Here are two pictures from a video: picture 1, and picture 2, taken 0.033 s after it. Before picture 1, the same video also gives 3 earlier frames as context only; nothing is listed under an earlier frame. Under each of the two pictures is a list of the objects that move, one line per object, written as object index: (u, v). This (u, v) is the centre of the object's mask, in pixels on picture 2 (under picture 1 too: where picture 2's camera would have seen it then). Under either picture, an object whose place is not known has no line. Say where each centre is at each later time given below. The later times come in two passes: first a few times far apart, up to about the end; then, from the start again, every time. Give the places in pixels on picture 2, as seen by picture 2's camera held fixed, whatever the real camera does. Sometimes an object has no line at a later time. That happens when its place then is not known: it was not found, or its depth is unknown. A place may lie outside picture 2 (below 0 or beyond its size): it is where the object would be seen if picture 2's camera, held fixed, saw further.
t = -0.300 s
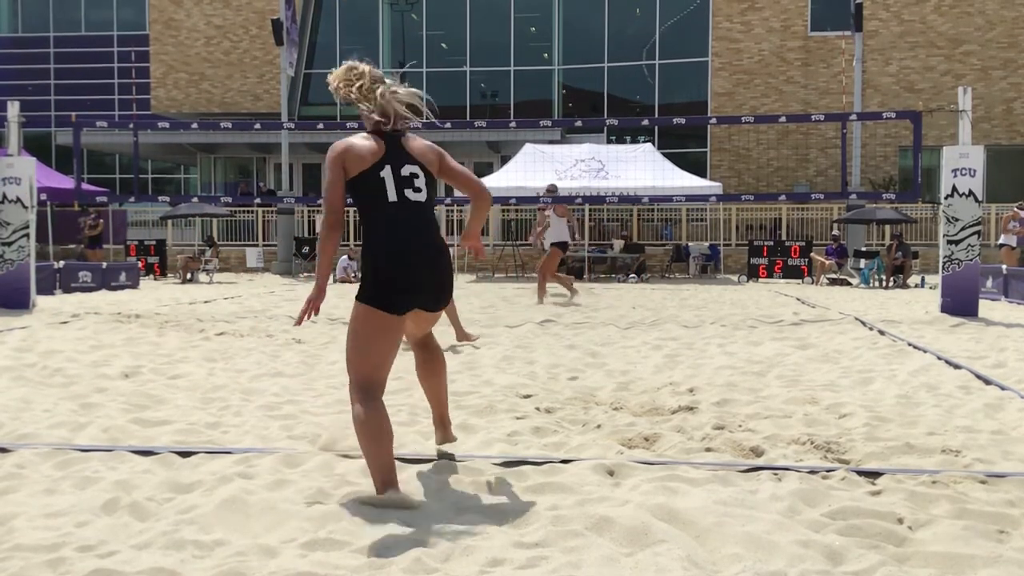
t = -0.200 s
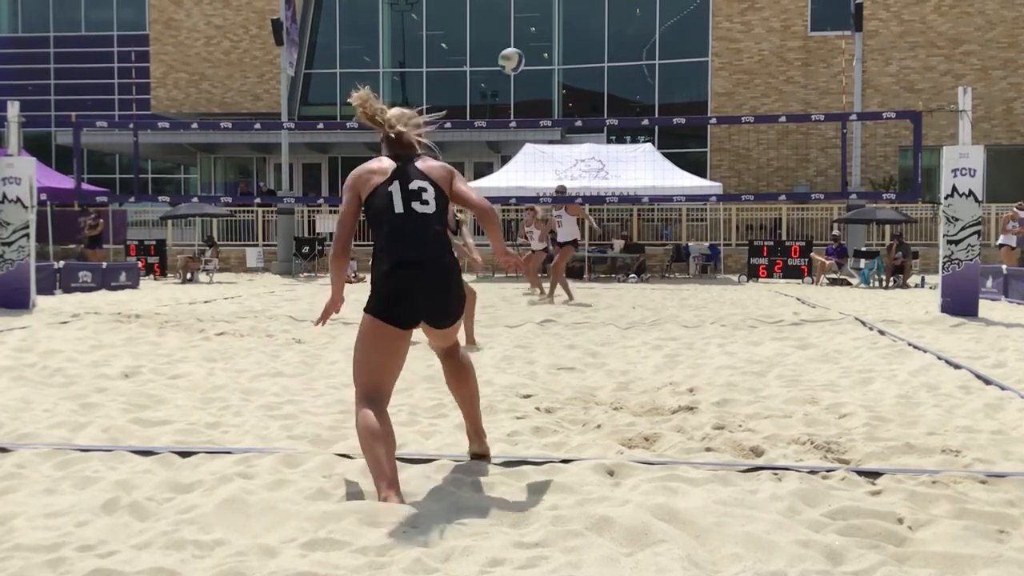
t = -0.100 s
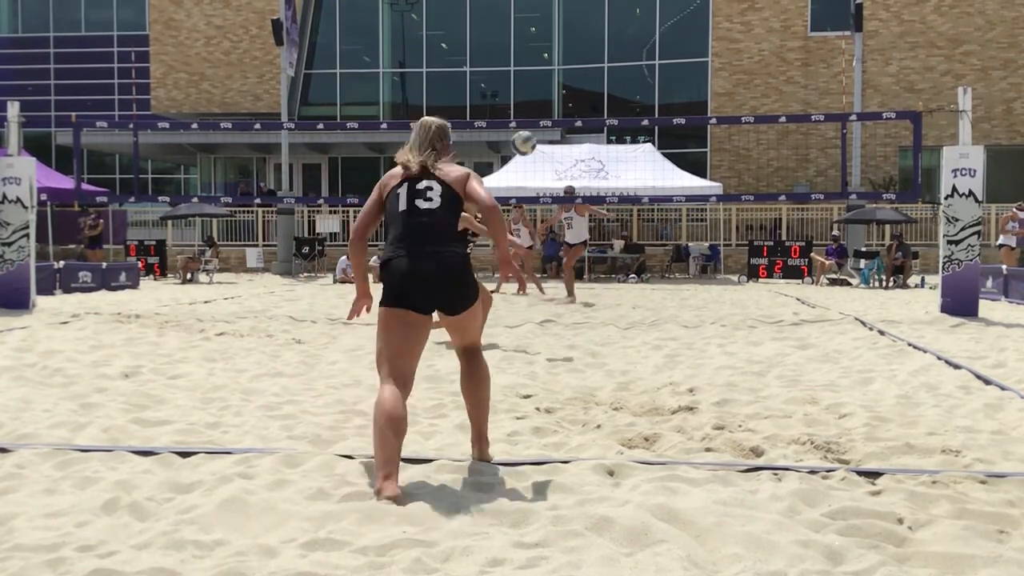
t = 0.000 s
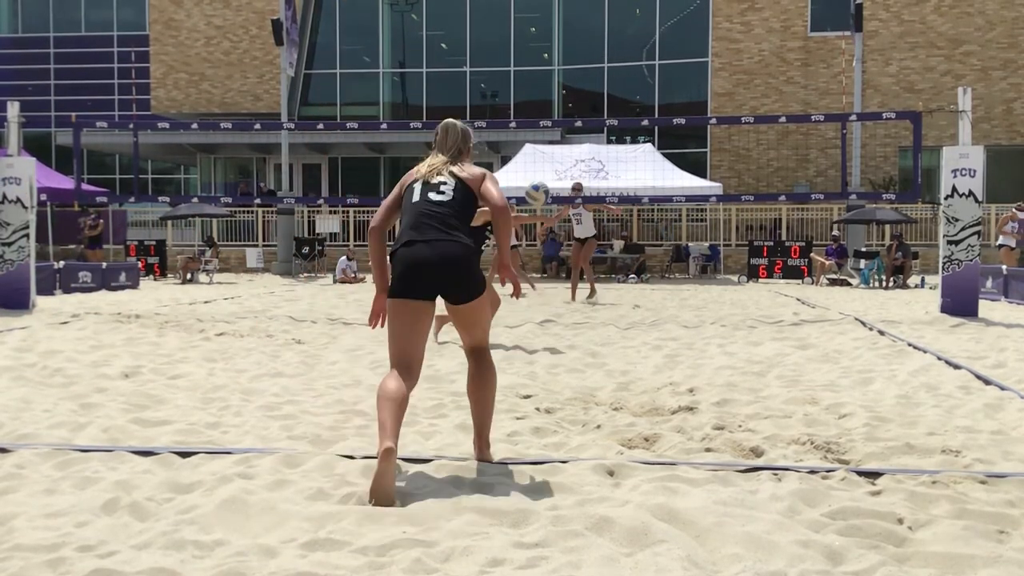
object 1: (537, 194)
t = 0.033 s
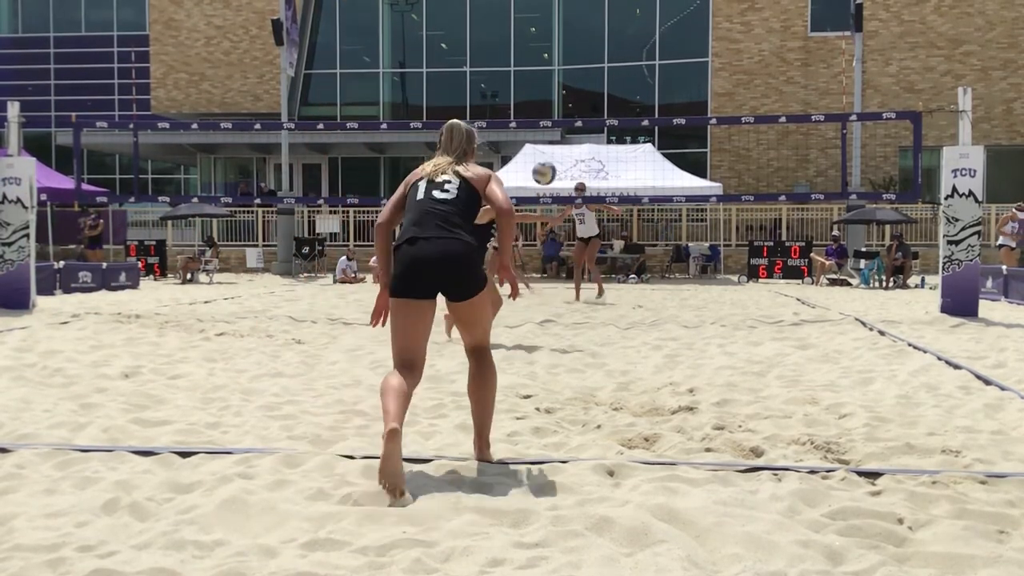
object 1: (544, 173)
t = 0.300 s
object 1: (594, 66)
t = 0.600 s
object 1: (640, 46)
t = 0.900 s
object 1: (678, 103)
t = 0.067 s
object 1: (551, 154)
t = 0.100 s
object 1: (557, 136)
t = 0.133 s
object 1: (564, 121)
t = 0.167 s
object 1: (569, 107)
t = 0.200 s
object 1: (575, 94)
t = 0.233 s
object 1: (582, 83)
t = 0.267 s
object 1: (588, 74)
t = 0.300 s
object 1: (594, 66)
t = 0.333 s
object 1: (600, 59)
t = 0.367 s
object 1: (605, 53)
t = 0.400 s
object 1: (611, 49)
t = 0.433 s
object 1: (616, 46)
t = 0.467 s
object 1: (621, 43)
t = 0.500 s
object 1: (626, 43)
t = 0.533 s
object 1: (630, 42)
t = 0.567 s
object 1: (635, 43)
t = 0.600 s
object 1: (640, 46)
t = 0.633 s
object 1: (645, 49)
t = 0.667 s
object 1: (650, 53)
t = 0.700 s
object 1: (654, 58)
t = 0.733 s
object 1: (658, 63)
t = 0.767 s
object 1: (662, 70)
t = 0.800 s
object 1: (667, 77)
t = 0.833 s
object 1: (670, 85)
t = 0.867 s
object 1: (675, 93)
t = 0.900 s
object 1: (678, 103)
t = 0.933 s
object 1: (682, 110)
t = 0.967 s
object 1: (685, 129)
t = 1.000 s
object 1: (689, 135)
